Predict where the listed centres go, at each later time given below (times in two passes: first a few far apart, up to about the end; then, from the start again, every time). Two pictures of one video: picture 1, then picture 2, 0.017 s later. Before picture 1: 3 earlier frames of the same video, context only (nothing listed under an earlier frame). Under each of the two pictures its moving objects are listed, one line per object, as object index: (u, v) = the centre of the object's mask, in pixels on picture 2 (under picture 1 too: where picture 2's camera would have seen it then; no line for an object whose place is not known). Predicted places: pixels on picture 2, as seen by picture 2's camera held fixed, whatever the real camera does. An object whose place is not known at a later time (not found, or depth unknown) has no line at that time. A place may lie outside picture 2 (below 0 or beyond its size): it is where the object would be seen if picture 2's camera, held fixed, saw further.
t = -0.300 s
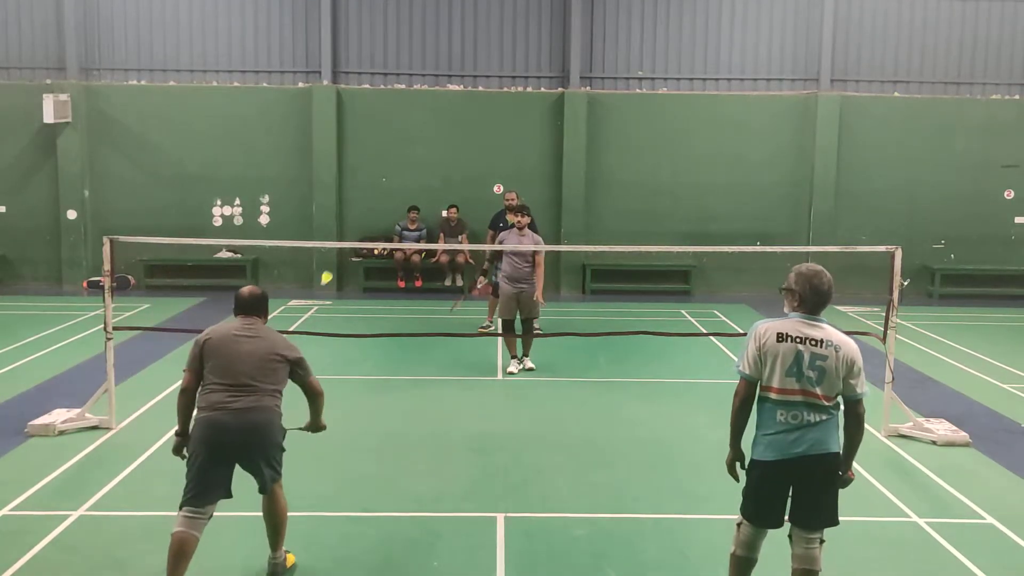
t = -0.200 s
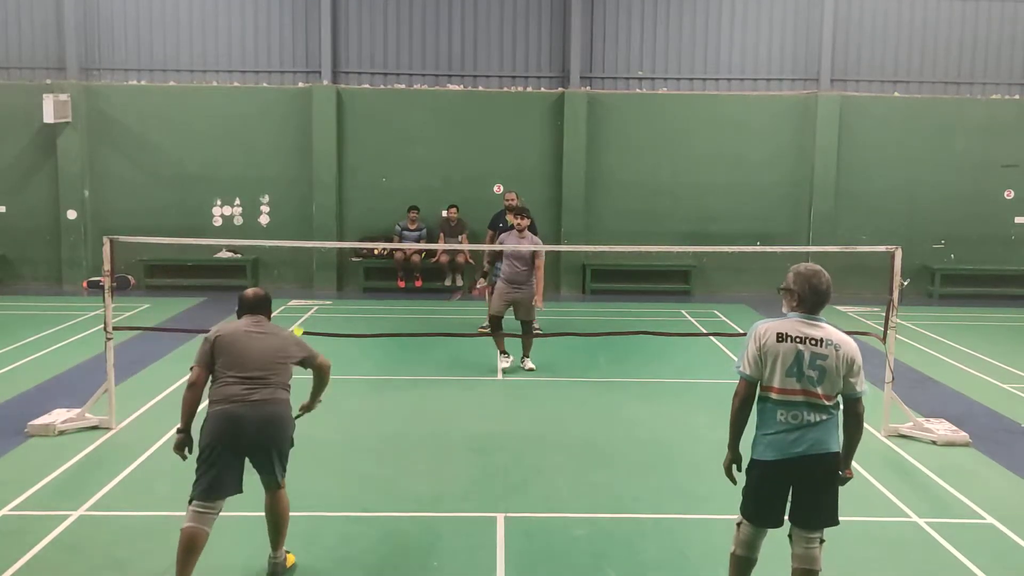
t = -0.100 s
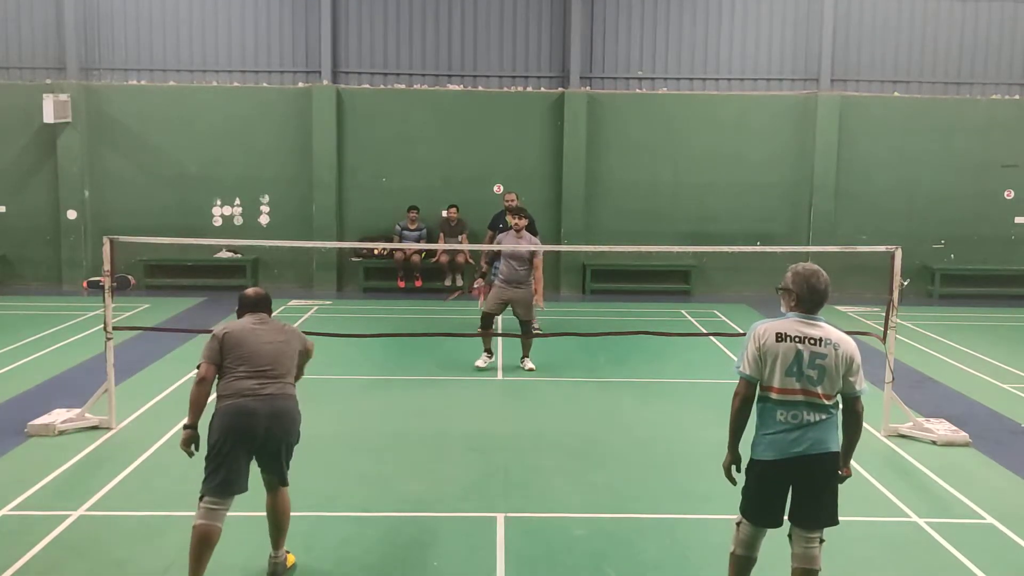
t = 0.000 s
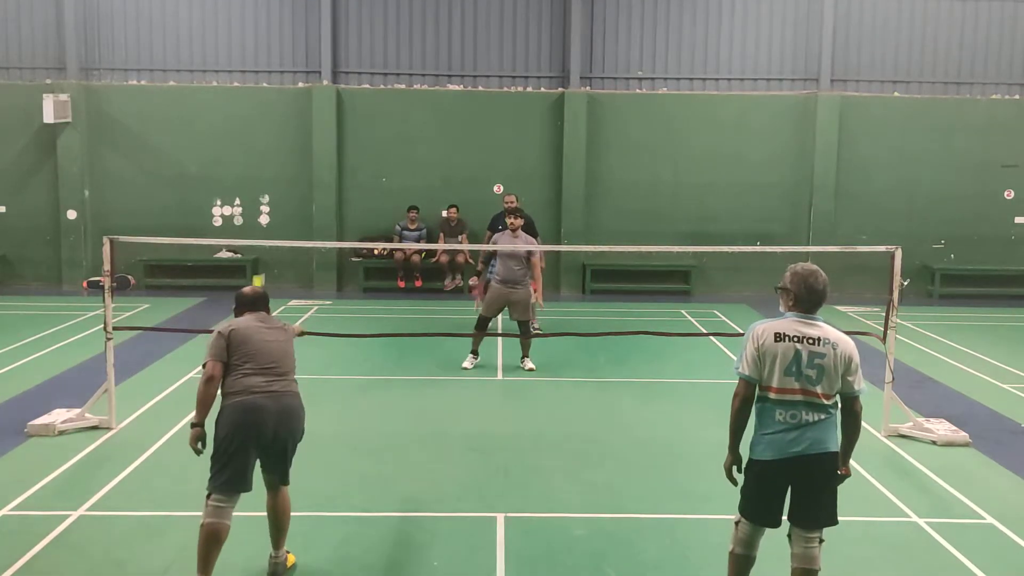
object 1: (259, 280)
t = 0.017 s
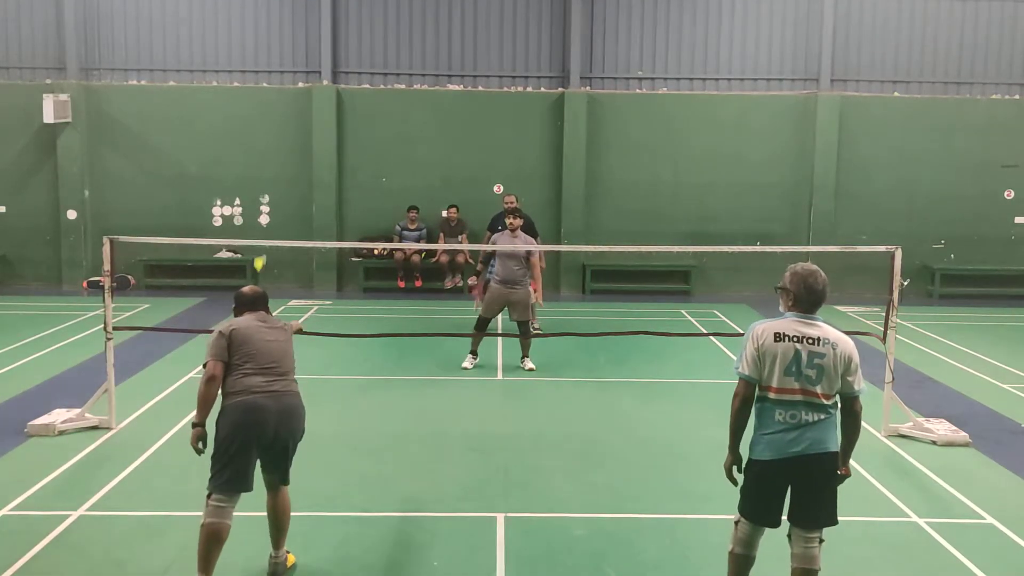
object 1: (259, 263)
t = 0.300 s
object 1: (266, 121)
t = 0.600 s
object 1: (270, 123)
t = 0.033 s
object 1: (262, 247)
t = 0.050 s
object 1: (266, 231)
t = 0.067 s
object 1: (268, 216)
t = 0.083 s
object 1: (267, 202)
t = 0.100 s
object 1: (265, 194)
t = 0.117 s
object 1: (265, 183)
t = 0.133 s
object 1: (265, 174)
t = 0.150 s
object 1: (265, 166)
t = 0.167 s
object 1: (266, 158)
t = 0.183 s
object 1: (266, 151)
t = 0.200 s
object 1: (266, 144)
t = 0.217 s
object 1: (266, 139)
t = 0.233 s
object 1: (266, 135)
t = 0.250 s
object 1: (266, 130)
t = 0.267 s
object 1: (267, 127)
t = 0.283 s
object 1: (266, 124)
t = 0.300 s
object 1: (266, 121)
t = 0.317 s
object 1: (265, 117)
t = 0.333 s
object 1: (266, 117)
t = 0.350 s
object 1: (267, 115)
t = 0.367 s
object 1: (268, 113)
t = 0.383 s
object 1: (268, 112)
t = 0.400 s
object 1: (268, 112)
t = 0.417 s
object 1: (268, 111)
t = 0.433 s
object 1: (268, 111)
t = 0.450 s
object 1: (268, 111)
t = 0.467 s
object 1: (268, 112)
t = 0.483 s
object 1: (269, 112)
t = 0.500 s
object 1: (269, 113)
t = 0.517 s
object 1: (269, 115)
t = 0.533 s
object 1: (270, 116)
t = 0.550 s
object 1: (270, 118)
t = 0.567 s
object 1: (270, 119)
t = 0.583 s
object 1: (270, 121)
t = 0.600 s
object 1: (270, 123)
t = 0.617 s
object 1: (271, 126)
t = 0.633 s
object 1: (270, 128)
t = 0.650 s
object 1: (271, 131)
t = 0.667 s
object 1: (271, 134)
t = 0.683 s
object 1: (271, 137)
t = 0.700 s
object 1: (272, 141)
